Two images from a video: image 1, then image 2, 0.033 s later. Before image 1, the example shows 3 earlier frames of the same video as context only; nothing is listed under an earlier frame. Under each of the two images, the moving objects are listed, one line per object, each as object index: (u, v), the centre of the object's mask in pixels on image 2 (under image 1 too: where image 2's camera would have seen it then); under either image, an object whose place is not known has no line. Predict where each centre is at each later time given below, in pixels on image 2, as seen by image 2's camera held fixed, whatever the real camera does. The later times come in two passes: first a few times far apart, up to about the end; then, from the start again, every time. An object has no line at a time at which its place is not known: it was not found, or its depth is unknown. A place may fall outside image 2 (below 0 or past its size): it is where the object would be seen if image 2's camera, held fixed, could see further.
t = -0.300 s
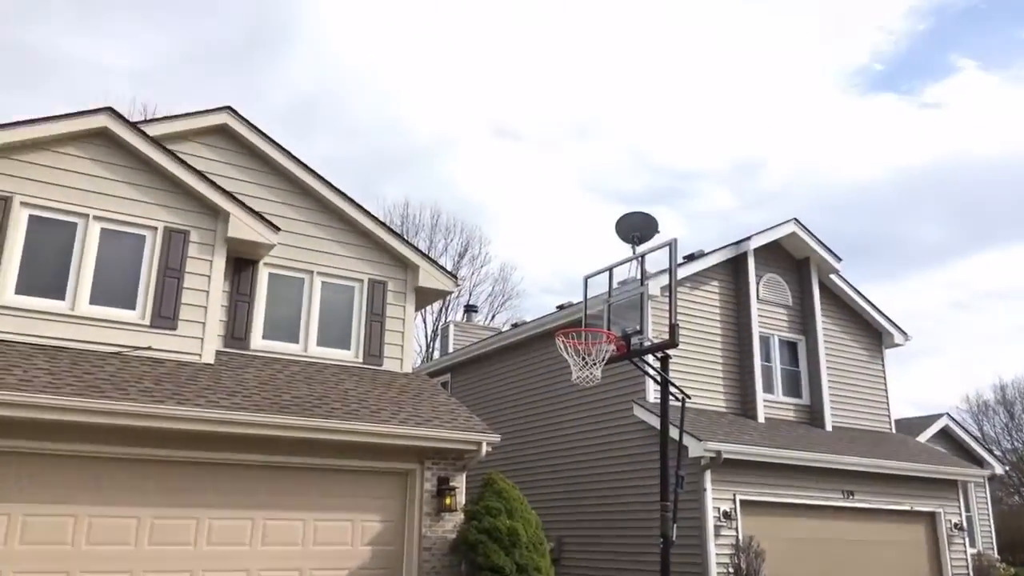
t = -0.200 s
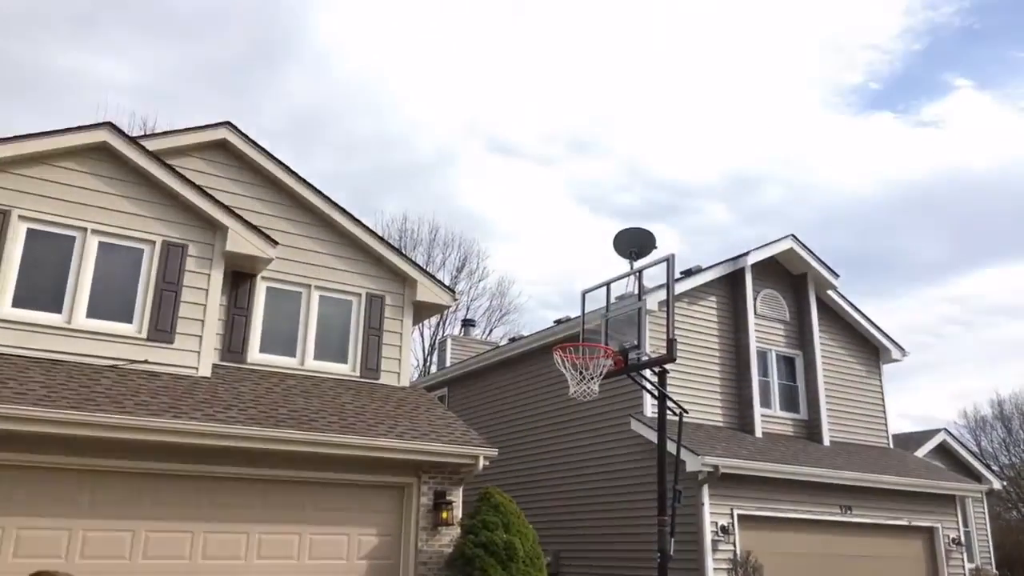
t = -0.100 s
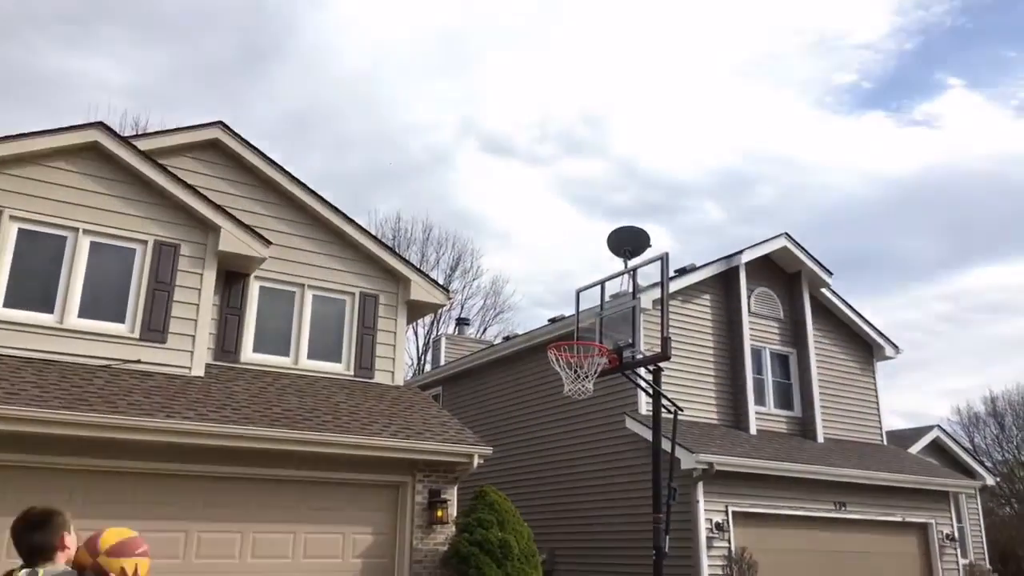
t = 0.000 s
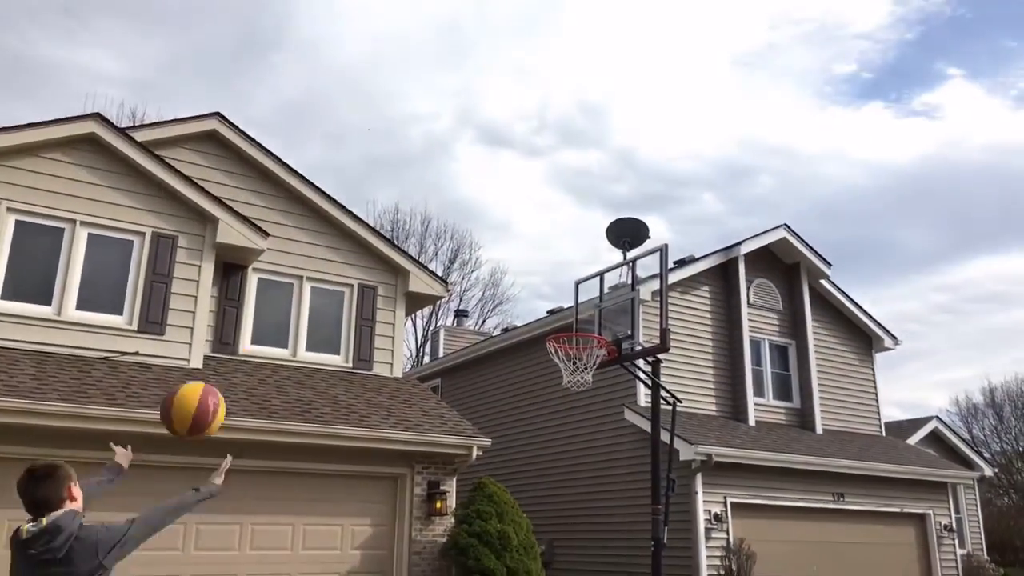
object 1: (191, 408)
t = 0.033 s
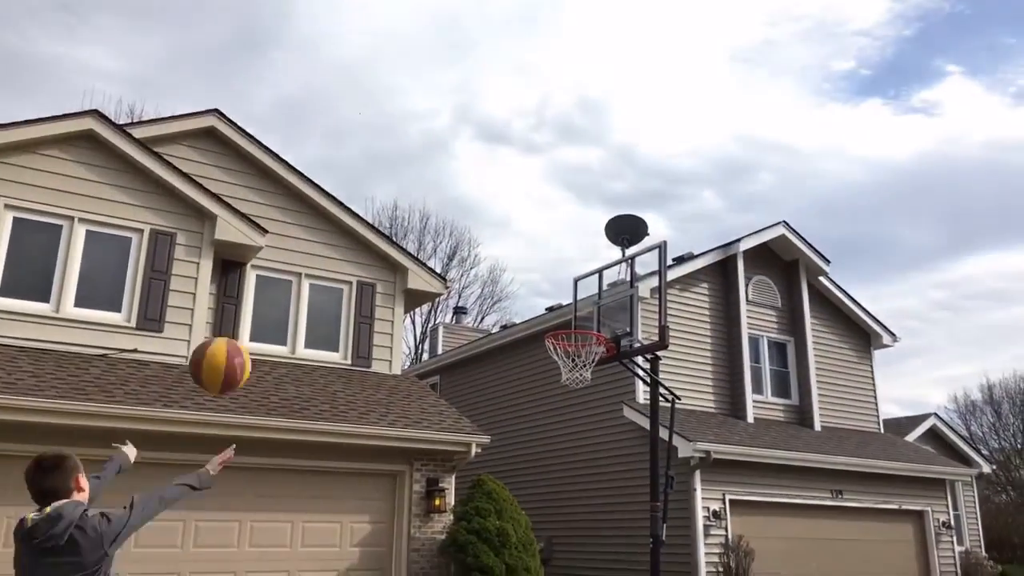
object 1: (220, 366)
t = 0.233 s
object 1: (347, 207)
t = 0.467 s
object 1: (443, 154)
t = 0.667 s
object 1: (503, 174)
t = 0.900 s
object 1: (560, 254)
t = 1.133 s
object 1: (573, 343)
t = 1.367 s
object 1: (559, 354)
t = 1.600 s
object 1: (589, 379)
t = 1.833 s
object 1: (593, 432)
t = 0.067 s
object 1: (245, 328)
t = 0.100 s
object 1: (270, 295)
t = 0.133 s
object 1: (291, 269)
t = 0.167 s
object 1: (311, 245)
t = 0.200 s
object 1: (330, 225)
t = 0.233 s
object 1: (347, 207)
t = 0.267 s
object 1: (363, 193)
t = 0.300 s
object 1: (379, 182)
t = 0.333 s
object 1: (393, 173)
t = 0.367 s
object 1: (407, 165)
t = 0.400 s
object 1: (419, 159)
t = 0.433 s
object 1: (431, 156)
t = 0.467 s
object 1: (443, 154)
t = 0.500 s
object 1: (454, 154)
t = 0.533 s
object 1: (465, 156)
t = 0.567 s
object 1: (475, 158)
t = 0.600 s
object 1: (484, 162)
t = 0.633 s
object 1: (494, 168)
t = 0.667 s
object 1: (503, 174)
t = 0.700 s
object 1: (512, 182)
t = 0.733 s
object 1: (520, 192)
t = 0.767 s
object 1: (529, 202)
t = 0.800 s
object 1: (537, 214)
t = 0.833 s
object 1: (545, 227)
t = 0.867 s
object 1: (552, 240)
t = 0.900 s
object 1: (560, 254)
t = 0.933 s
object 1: (567, 270)
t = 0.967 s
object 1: (574, 287)
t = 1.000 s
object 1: (581, 305)
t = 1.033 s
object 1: (588, 320)
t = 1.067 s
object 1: (589, 327)
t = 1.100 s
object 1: (579, 340)
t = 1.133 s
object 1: (573, 343)
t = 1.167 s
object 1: (565, 345)
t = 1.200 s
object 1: (556, 349)
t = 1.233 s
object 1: (554, 352)
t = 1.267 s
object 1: (553, 352)
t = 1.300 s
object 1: (555, 354)
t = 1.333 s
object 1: (556, 354)
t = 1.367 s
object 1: (559, 354)
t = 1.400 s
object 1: (568, 359)
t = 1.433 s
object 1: (575, 363)
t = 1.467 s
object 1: (578, 366)
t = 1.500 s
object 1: (582, 371)
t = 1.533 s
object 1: (586, 373)
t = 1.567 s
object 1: (588, 375)
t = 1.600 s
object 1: (589, 379)
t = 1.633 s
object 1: (589, 383)
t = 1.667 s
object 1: (590, 387)
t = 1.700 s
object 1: (591, 393)
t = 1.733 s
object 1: (591, 400)
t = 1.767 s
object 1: (592, 410)
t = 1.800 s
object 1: (592, 420)
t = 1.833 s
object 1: (593, 432)
